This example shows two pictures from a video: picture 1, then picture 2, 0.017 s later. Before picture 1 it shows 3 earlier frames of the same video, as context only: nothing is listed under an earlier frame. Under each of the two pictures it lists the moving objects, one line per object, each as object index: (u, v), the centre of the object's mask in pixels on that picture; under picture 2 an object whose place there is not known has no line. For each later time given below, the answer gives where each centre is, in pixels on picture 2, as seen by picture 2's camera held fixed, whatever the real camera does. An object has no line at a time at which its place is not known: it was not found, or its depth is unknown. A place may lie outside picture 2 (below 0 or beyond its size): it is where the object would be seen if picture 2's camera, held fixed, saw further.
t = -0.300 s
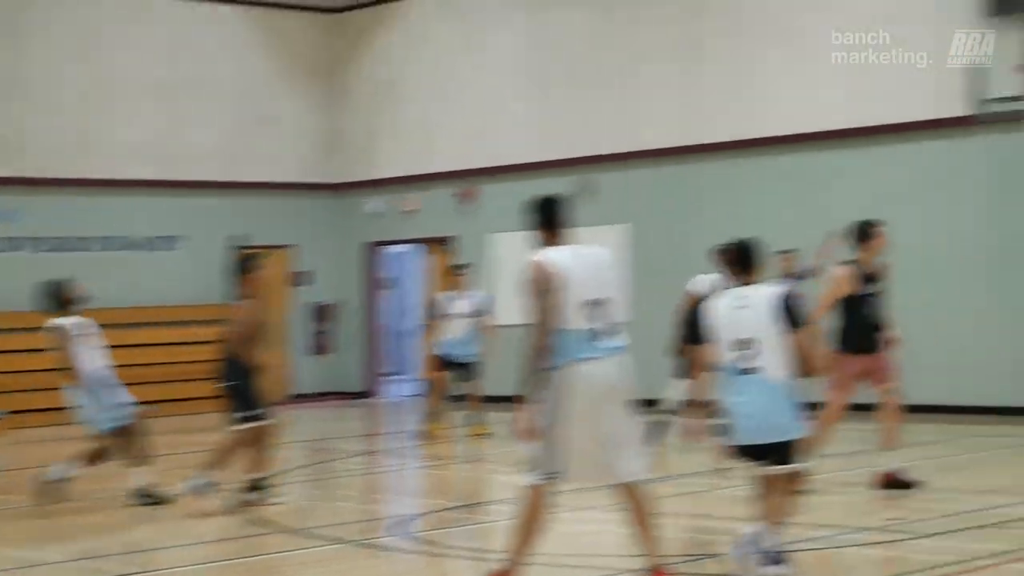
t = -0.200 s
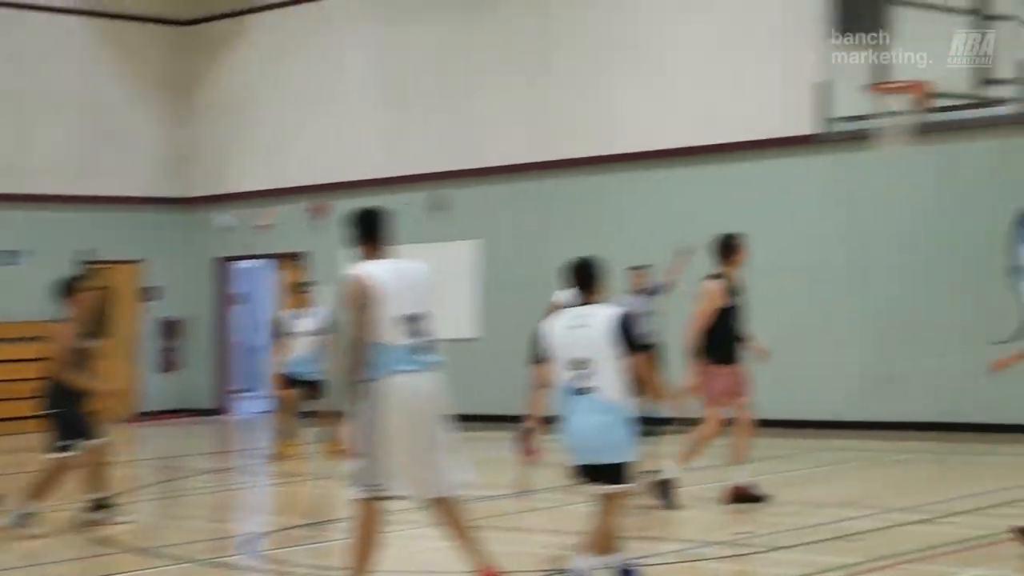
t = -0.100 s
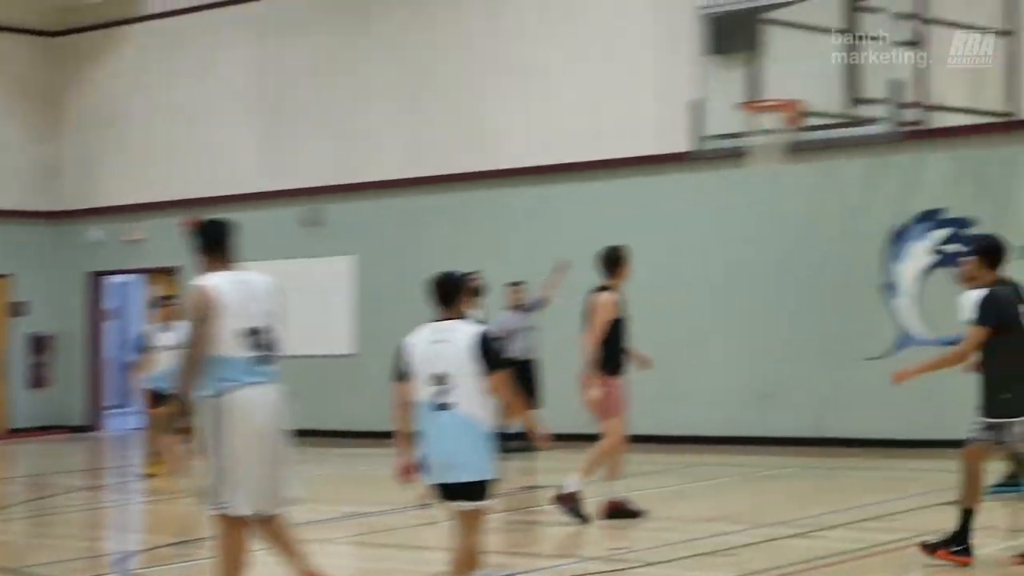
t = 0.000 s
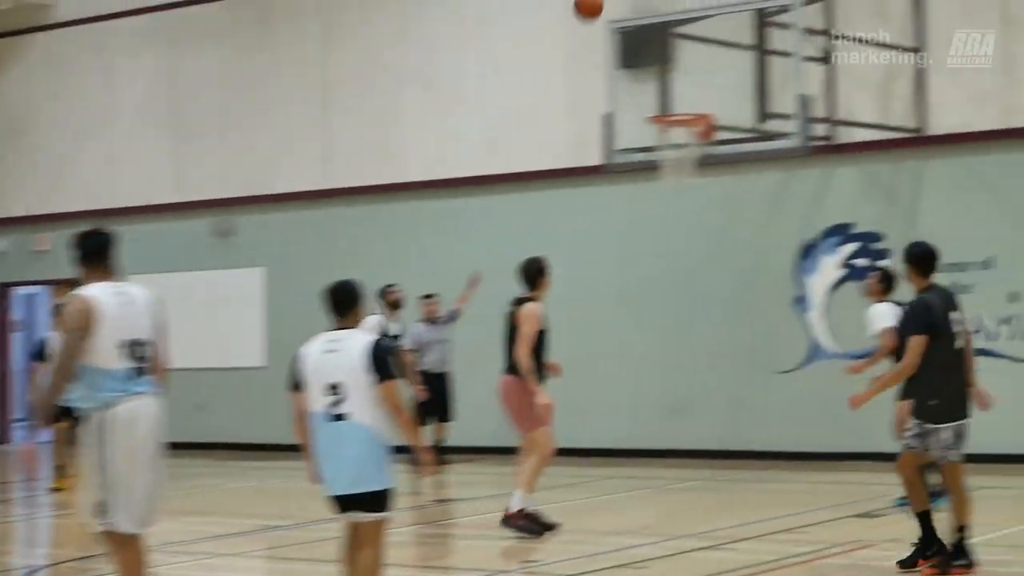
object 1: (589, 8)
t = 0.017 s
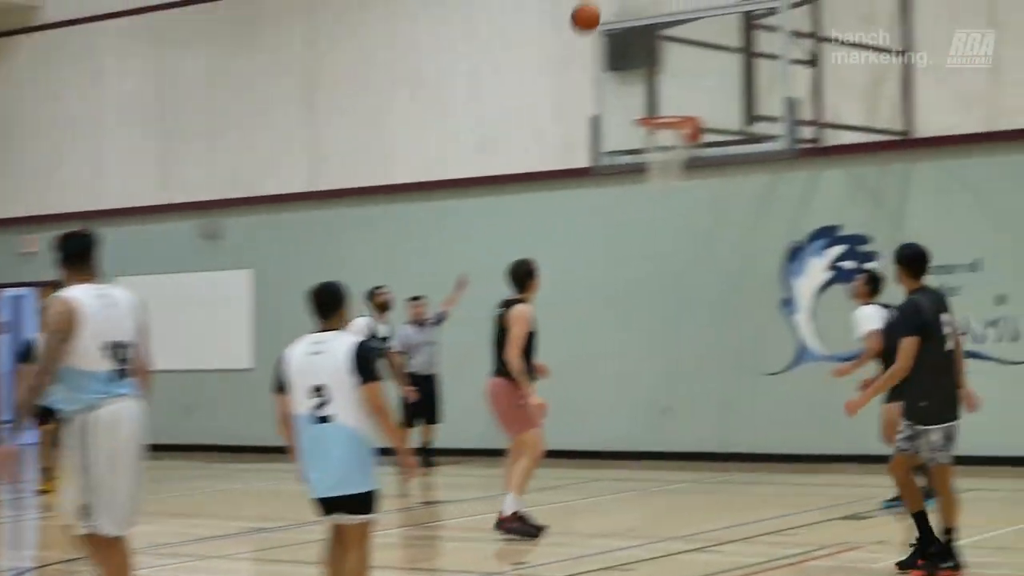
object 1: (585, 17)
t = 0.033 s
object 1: (595, 26)
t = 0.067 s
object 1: (614, 46)
